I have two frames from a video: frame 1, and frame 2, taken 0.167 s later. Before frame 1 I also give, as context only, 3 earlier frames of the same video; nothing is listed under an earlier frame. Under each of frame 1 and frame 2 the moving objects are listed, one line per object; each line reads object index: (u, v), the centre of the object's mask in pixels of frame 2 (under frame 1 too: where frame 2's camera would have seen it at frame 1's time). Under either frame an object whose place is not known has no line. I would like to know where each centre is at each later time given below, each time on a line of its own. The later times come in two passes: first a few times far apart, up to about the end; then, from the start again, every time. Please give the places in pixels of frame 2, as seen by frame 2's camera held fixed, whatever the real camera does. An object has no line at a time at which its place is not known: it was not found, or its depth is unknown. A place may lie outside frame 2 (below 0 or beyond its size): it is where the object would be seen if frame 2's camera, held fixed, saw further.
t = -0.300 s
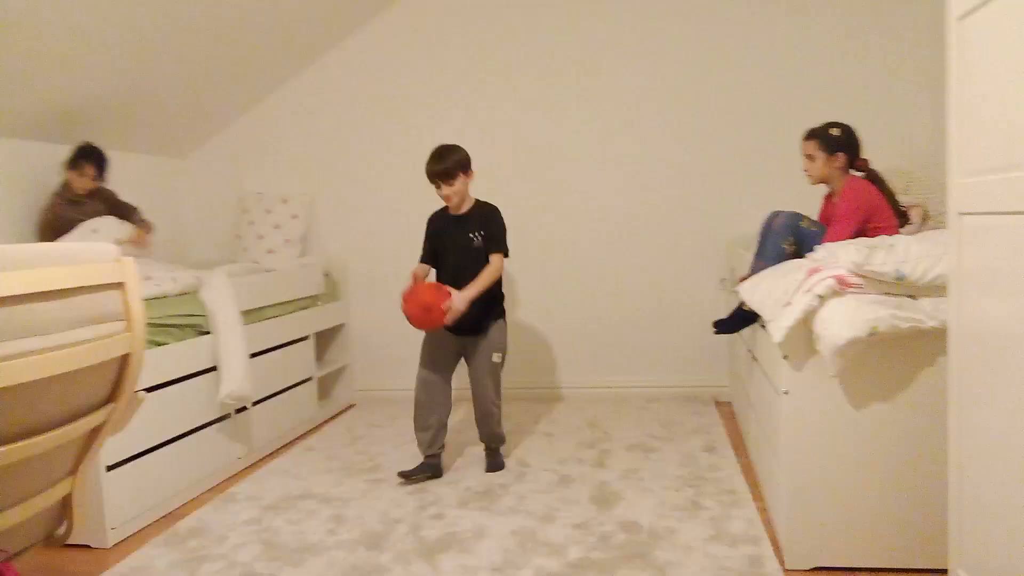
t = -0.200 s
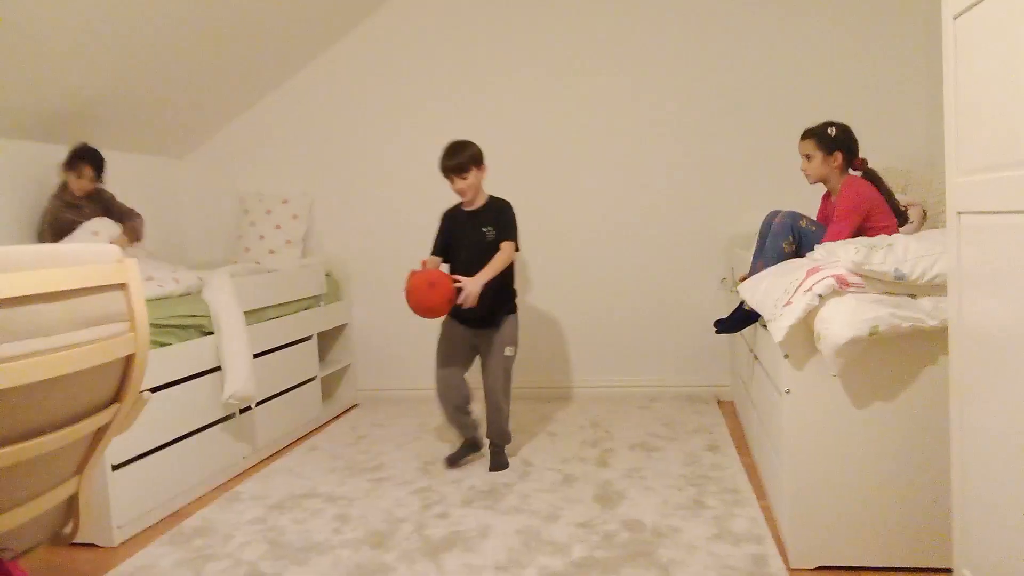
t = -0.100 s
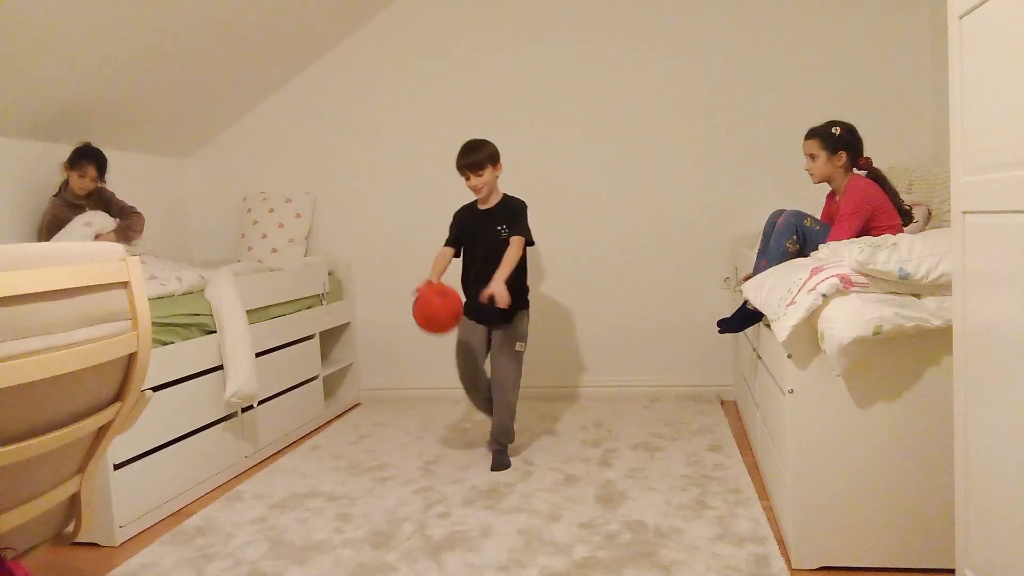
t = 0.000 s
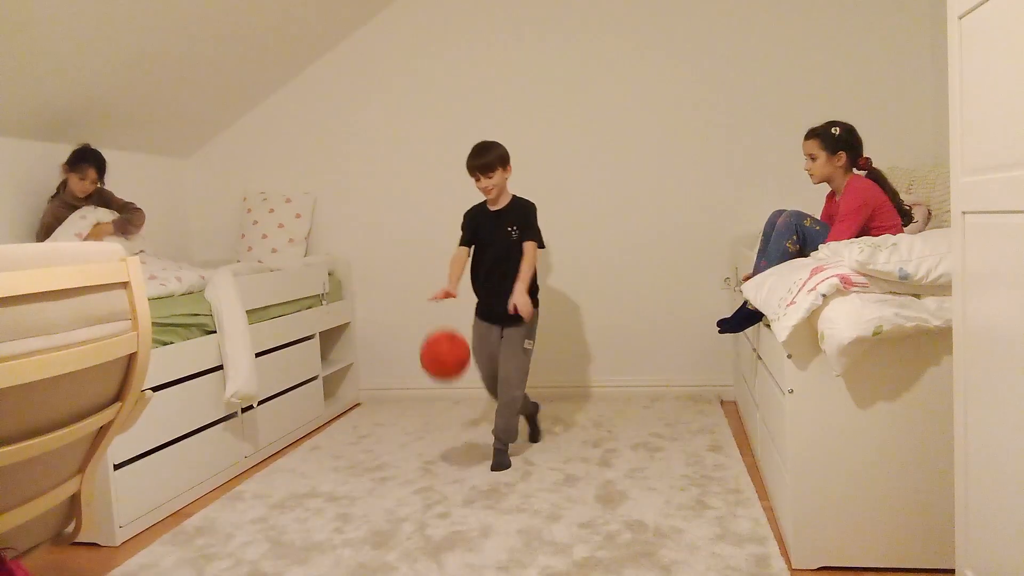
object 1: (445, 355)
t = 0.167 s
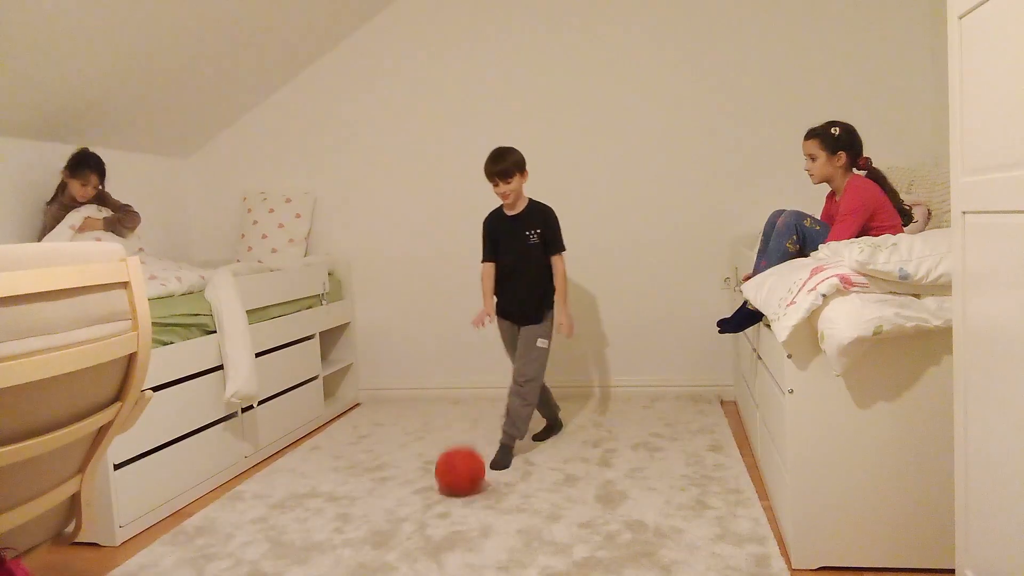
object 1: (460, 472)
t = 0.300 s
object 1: (463, 409)
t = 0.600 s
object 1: (481, 431)
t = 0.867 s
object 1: (492, 430)
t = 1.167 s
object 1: (502, 448)
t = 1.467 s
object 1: (506, 462)
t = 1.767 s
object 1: (502, 465)
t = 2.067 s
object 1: (503, 465)
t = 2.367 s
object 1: (503, 465)
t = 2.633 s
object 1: (503, 465)
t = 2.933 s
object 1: (503, 465)
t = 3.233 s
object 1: (503, 465)
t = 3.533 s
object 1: (503, 465)
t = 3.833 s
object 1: (503, 465)
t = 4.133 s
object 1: (503, 465)
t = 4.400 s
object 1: (503, 465)
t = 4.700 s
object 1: (503, 465)
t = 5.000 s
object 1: (503, 465)
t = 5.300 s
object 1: (503, 465)
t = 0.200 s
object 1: (461, 451)
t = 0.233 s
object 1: (461, 435)
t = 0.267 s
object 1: (462, 420)
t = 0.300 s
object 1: (463, 409)
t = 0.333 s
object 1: (465, 401)
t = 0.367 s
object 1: (466, 395)
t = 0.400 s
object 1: (467, 392)
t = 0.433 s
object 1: (469, 391)
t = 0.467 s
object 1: (471, 394)
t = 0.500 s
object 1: (473, 399)
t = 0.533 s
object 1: (476, 407)
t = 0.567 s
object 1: (478, 417)
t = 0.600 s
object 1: (481, 431)
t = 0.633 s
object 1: (483, 448)
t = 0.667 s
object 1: (487, 470)
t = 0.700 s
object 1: (488, 468)
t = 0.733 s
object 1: (488, 454)
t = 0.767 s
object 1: (489, 443)
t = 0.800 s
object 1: (489, 436)
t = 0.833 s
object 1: (490, 432)
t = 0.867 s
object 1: (492, 430)
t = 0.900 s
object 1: (493, 431)
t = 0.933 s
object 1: (494, 435)
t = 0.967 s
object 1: (496, 441)
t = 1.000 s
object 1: (498, 451)
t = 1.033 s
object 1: (500, 465)
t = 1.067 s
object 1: (500, 467)
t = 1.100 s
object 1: (501, 457)
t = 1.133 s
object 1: (501, 452)
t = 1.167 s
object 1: (502, 448)
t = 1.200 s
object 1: (502, 448)
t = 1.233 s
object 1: (503, 450)
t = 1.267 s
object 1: (504, 455)
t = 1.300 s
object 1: (506, 464)
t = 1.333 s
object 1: (506, 465)
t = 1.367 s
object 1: (506, 460)
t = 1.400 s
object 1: (506, 458)
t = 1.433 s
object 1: (506, 458)
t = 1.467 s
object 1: (506, 462)
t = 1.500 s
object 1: (506, 466)
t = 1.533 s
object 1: (505, 463)
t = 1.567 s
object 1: (505, 464)
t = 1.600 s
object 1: (505, 465)
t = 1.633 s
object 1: (504, 465)
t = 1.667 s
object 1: (504, 465)
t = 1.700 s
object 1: (503, 465)
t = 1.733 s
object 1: (503, 465)
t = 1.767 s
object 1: (502, 465)
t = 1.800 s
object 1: (502, 465)
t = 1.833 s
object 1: (503, 465)
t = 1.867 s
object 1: (503, 465)
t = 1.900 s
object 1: (503, 465)
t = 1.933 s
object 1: (503, 465)
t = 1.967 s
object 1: (503, 465)
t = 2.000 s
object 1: (503, 465)
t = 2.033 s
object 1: (503, 465)
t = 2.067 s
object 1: (503, 465)
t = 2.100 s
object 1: (503, 465)
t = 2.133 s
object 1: (503, 465)
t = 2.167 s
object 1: (503, 465)
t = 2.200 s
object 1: (503, 465)
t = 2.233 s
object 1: (503, 465)
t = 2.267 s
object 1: (503, 465)
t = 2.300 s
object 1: (503, 465)
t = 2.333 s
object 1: (503, 465)
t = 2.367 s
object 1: (503, 465)
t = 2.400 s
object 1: (503, 465)
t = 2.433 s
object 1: (503, 465)
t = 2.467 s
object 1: (503, 465)
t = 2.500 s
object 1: (503, 465)
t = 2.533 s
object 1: (503, 465)
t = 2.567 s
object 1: (503, 465)
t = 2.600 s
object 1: (503, 465)
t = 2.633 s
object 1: (503, 465)
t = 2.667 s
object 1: (503, 465)
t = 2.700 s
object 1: (503, 465)
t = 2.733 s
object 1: (503, 465)
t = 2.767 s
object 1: (503, 465)
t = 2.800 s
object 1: (503, 465)
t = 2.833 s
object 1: (503, 465)
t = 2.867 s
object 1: (503, 465)
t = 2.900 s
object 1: (503, 465)
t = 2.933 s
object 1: (503, 465)
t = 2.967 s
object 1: (503, 465)
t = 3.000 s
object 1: (503, 465)
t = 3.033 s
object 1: (503, 465)
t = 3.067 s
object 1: (503, 465)
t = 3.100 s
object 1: (503, 465)
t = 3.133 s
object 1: (503, 465)
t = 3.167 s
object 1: (503, 465)
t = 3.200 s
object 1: (503, 465)
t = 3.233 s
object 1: (503, 465)
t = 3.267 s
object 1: (503, 465)
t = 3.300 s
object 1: (503, 465)
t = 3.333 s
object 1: (503, 465)
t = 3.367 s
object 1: (503, 465)
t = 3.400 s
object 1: (503, 465)
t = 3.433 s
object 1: (503, 465)
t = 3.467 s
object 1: (503, 465)
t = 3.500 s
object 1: (503, 465)
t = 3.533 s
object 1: (503, 465)
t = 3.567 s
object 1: (503, 465)
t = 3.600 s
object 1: (503, 465)
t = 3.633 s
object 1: (503, 465)
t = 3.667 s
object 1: (503, 465)
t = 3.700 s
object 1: (503, 465)
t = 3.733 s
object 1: (503, 465)
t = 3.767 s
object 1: (503, 465)
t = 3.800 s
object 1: (503, 465)
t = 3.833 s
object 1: (503, 465)
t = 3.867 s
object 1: (503, 465)
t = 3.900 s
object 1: (503, 465)
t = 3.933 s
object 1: (503, 465)
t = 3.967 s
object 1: (503, 465)
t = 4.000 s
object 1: (503, 465)
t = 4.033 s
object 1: (503, 465)
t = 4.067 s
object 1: (503, 465)
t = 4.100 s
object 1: (503, 465)
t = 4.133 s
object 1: (503, 465)
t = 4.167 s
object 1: (503, 465)
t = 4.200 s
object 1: (503, 465)
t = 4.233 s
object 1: (503, 465)
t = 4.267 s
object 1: (503, 465)
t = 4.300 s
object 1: (503, 465)
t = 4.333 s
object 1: (503, 465)
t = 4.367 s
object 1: (503, 465)
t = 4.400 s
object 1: (503, 465)
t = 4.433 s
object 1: (503, 465)
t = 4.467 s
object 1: (503, 465)
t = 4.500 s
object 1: (503, 465)
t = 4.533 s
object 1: (503, 465)
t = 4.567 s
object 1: (503, 465)
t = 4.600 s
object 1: (503, 465)
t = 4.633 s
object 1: (503, 465)
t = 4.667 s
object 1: (503, 465)
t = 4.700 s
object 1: (503, 465)
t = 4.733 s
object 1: (503, 465)
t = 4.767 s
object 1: (503, 465)
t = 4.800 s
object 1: (503, 465)
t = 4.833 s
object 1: (503, 465)
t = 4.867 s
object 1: (503, 465)
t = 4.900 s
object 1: (503, 465)
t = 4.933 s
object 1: (503, 465)
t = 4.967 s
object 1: (503, 465)
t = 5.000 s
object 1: (503, 465)
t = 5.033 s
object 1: (503, 465)
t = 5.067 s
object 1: (503, 465)
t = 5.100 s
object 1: (503, 465)
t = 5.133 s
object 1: (503, 465)
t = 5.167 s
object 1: (503, 465)
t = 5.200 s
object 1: (503, 465)
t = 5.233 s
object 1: (503, 465)
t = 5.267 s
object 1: (503, 465)
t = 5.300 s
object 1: (503, 465)
